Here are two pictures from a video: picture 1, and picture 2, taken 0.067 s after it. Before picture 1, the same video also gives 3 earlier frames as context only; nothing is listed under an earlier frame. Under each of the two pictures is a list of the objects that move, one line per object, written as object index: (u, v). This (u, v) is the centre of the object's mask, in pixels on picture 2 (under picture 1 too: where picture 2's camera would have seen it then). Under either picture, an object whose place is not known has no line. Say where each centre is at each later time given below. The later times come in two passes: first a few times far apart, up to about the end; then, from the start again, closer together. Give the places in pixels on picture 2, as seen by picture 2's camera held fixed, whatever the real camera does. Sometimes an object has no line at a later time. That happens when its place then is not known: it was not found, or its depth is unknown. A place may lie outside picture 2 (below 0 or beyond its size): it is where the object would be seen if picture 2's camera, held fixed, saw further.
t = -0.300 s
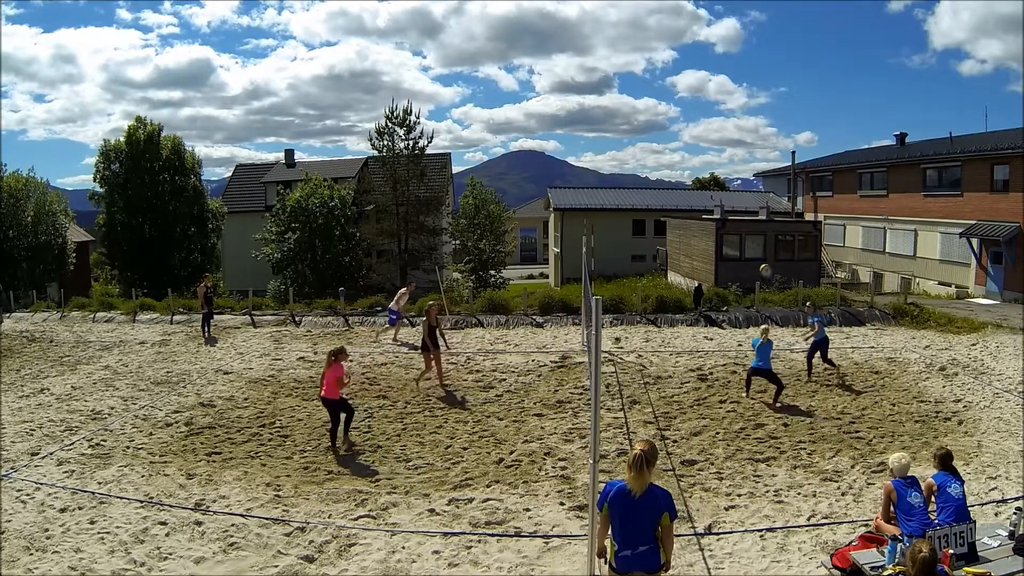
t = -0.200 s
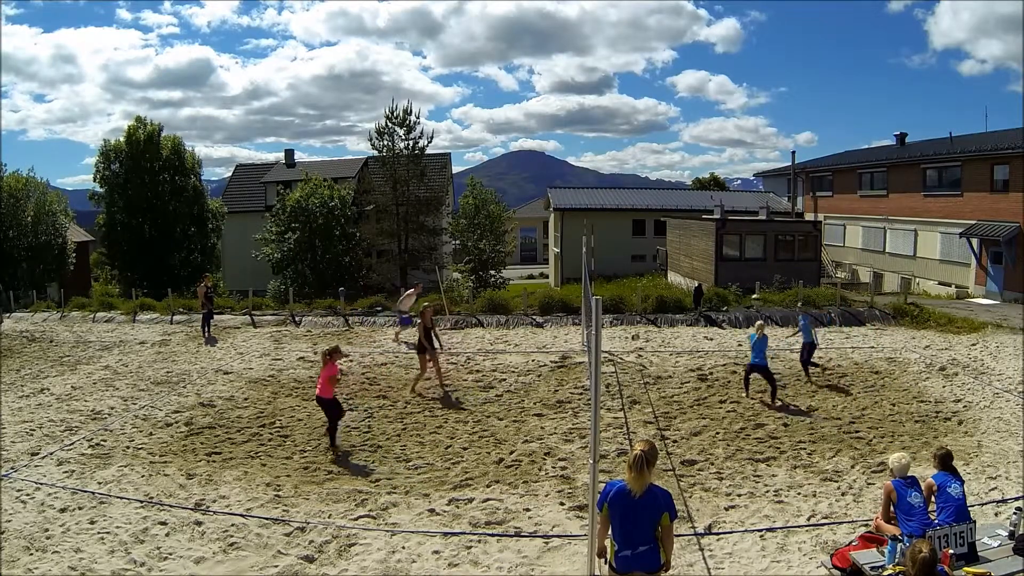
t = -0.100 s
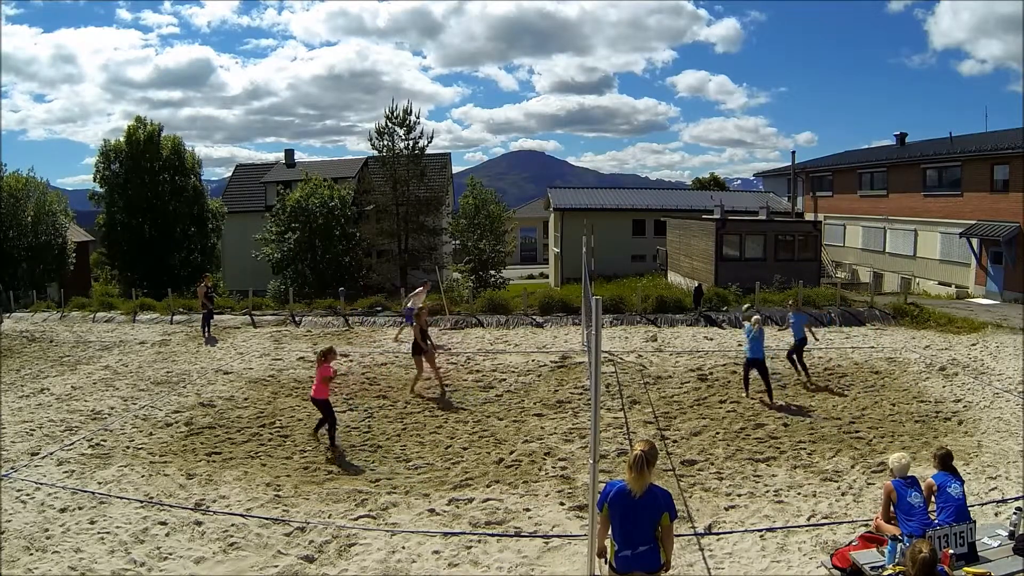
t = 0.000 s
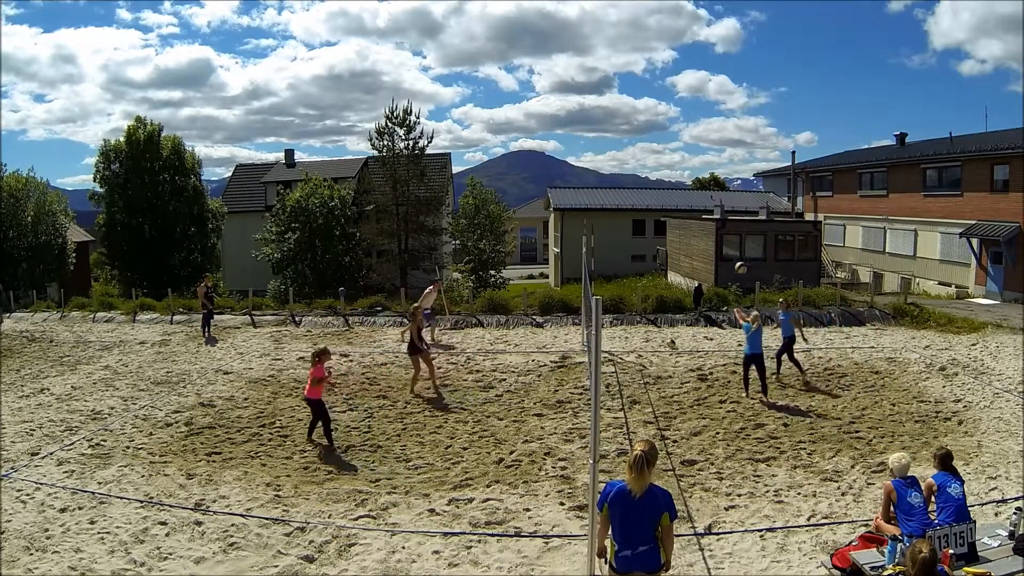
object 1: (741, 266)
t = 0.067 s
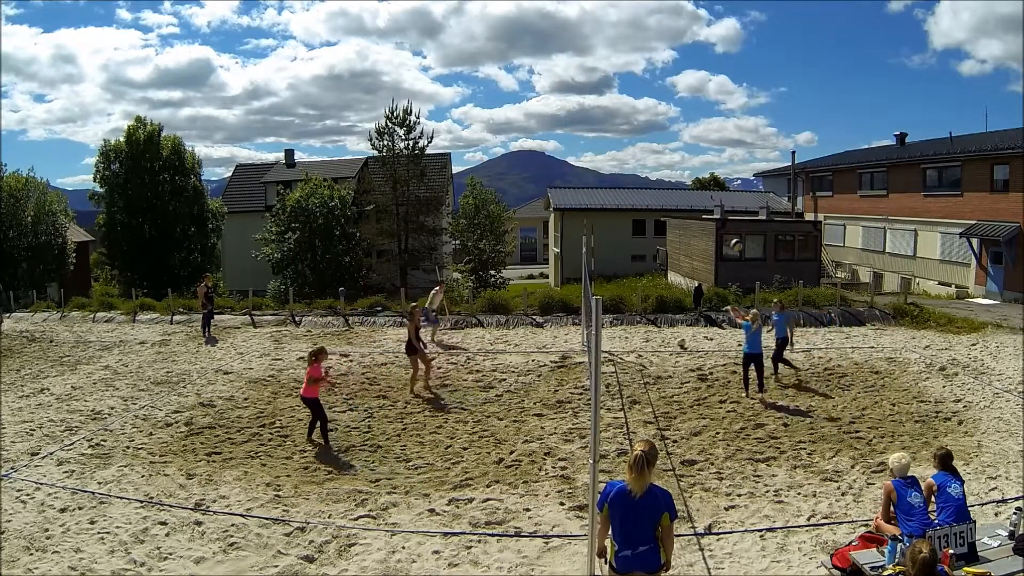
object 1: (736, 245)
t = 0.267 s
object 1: (722, 185)
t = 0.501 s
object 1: (702, 136)
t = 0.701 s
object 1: (691, 132)
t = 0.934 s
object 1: (674, 146)
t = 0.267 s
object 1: (722, 185)
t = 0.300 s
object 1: (718, 176)
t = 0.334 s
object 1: (716, 170)
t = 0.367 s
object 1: (714, 161)
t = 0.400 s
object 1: (710, 156)
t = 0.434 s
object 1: (709, 149)
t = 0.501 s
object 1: (702, 136)
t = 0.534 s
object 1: (704, 134)
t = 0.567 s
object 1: (698, 135)
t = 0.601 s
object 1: (698, 134)
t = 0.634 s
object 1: (697, 133)
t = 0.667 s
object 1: (696, 132)
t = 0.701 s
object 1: (691, 132)
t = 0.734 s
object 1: (691, 131)
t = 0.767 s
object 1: (689, 132)
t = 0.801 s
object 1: (681, 136)
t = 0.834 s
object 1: (681, 136)
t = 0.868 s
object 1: (680, 137)
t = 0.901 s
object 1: (675, 144)
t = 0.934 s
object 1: (674, 146)
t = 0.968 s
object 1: (672, 149)
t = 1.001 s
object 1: (668, 155)
